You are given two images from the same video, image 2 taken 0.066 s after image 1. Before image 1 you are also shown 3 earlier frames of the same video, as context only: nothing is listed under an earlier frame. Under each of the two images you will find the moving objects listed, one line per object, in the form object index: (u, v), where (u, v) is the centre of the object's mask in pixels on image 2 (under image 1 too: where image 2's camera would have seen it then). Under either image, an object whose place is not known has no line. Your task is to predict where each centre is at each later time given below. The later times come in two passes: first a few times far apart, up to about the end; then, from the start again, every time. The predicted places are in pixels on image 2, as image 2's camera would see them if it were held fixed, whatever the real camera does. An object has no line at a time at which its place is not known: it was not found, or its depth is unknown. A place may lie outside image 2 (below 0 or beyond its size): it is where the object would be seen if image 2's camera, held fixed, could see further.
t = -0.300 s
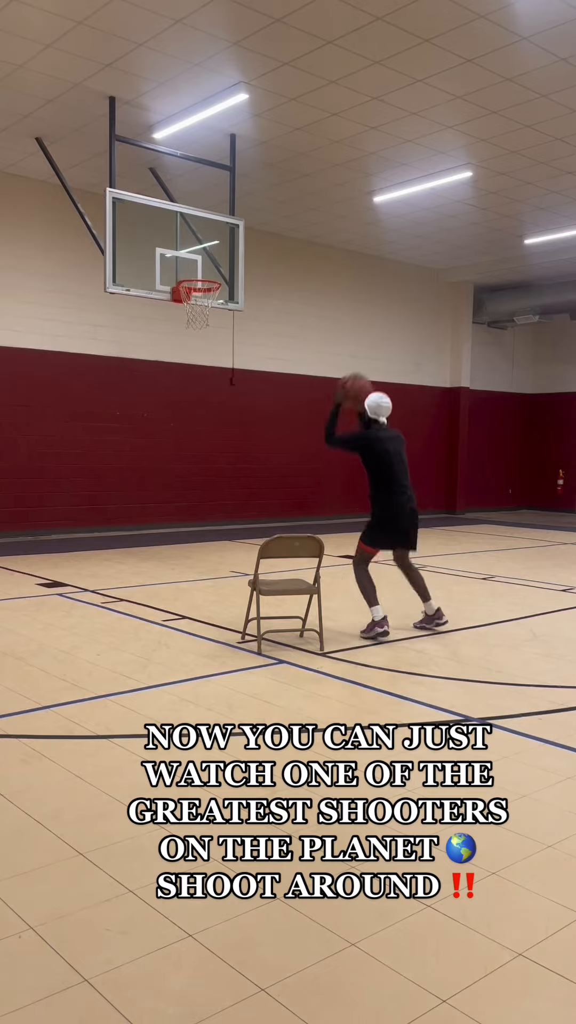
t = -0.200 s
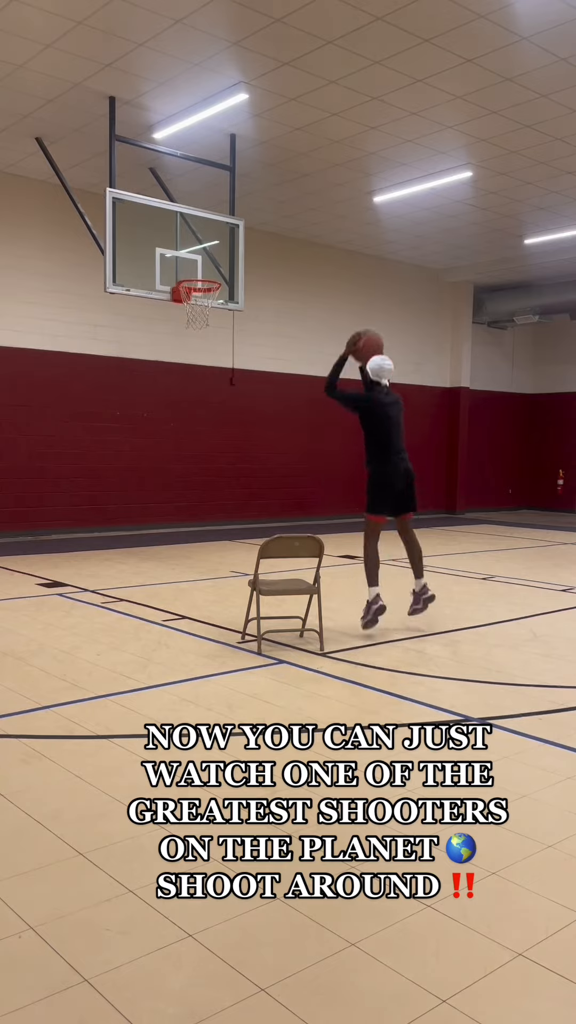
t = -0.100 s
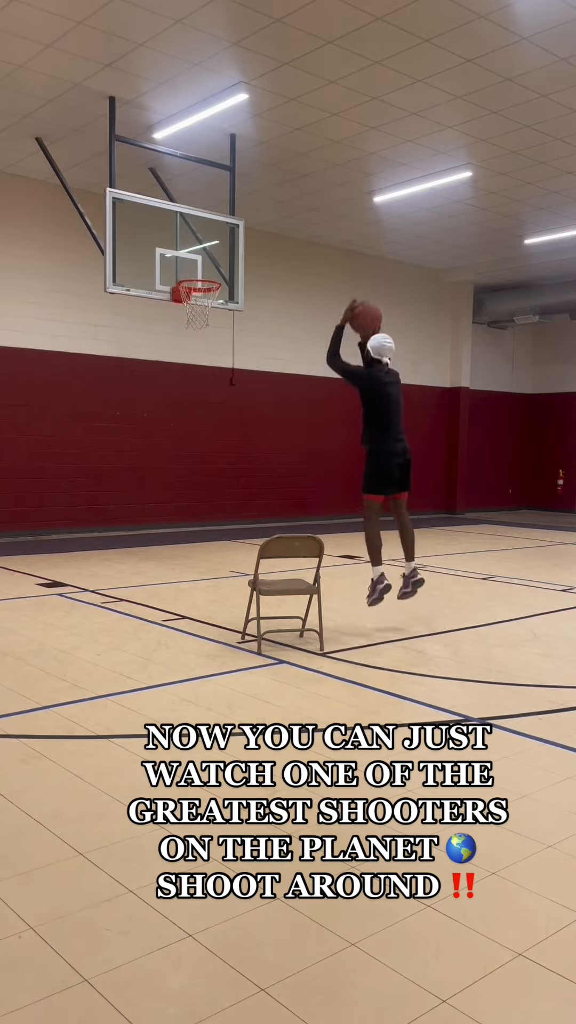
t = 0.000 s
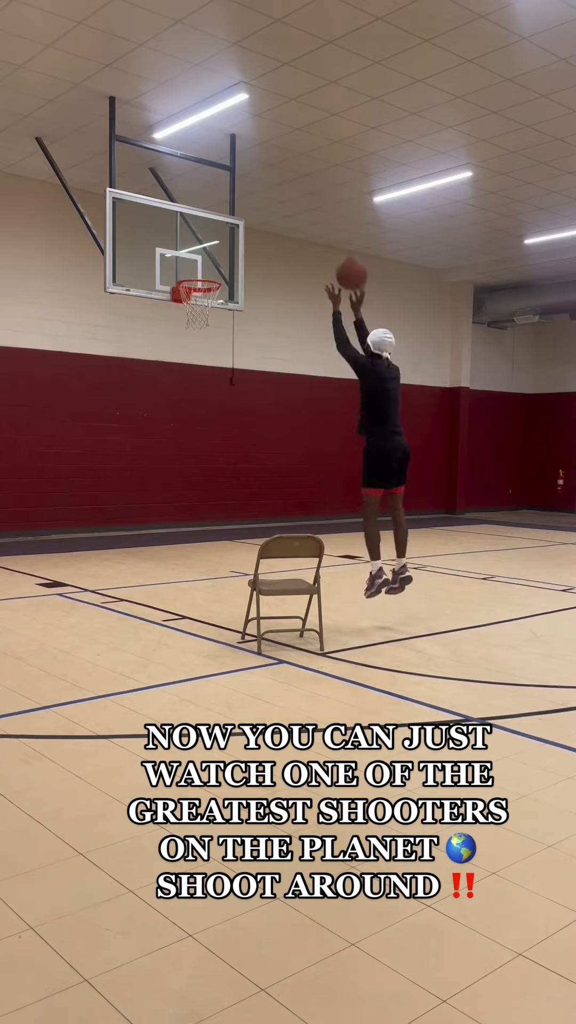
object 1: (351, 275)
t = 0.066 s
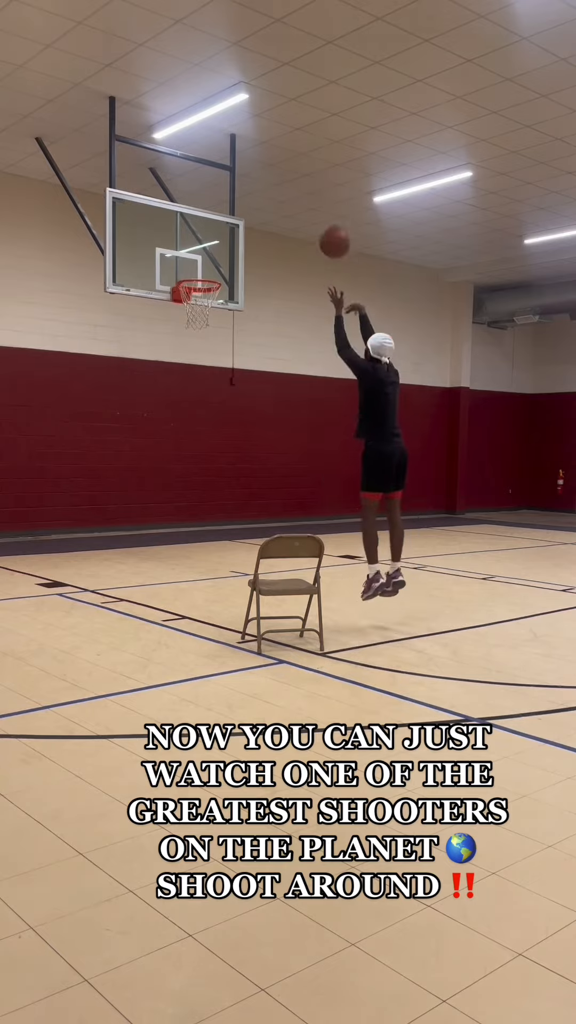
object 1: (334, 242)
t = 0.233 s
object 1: (296, 195)
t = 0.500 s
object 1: (249, 197)
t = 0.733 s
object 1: (215, 255)
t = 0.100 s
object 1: (326, 229)
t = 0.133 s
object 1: (319, 218)
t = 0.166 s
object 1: (311, 209)
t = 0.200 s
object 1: (303, 201)
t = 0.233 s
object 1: (296, 195)
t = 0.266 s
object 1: (290, 190)
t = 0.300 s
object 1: (283, 188)
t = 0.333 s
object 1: (277, 186)
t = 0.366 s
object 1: (271, 186)
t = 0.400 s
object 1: (265, 187)
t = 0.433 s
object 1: (260, 189)
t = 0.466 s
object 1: (254, 193)
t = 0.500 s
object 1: (249, 197)
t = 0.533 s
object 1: (243, 203)
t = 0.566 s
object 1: (239, 209)
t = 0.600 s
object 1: (234, 216)
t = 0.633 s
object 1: (229, 224)
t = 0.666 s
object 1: (224, 234)
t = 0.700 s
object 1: (220, 244)
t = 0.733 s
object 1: (215, 255)
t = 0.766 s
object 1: (211, 266)
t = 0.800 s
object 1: (207, 273)
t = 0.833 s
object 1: (204, 290)
